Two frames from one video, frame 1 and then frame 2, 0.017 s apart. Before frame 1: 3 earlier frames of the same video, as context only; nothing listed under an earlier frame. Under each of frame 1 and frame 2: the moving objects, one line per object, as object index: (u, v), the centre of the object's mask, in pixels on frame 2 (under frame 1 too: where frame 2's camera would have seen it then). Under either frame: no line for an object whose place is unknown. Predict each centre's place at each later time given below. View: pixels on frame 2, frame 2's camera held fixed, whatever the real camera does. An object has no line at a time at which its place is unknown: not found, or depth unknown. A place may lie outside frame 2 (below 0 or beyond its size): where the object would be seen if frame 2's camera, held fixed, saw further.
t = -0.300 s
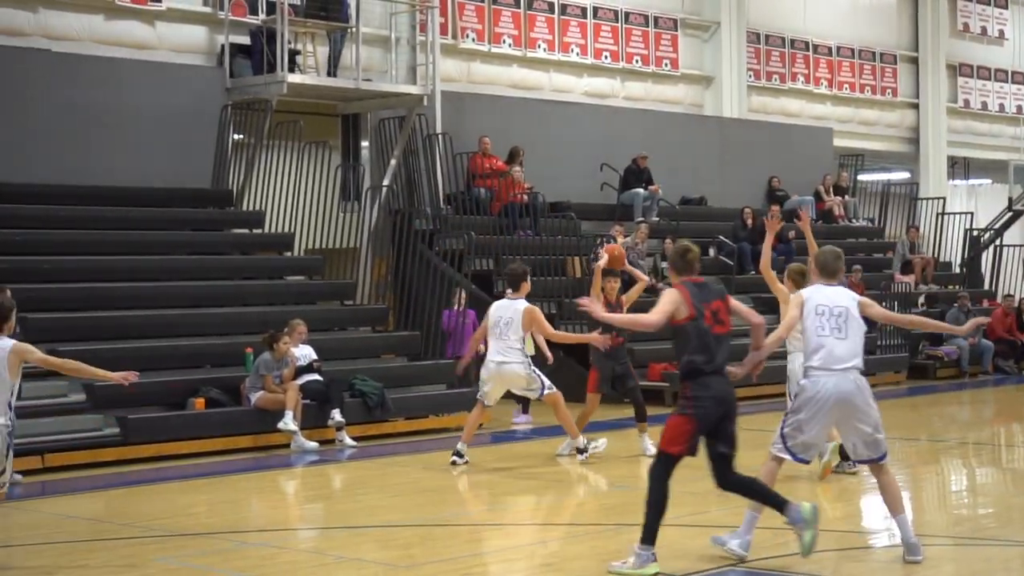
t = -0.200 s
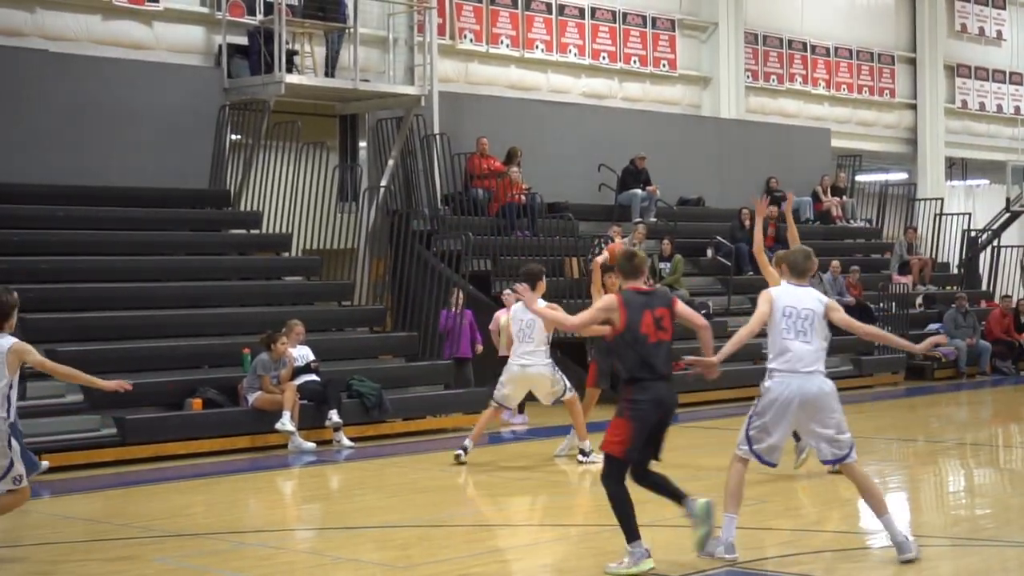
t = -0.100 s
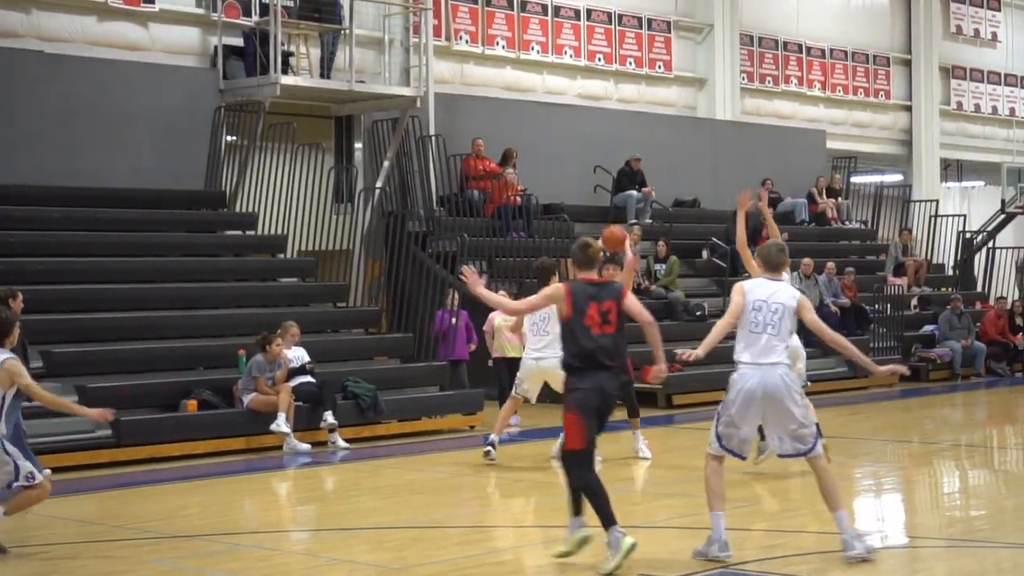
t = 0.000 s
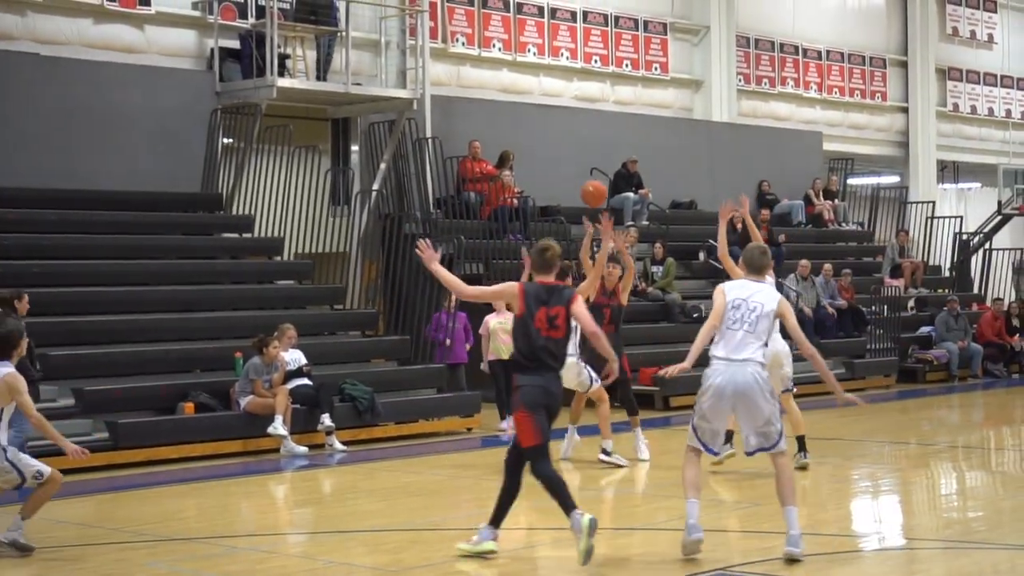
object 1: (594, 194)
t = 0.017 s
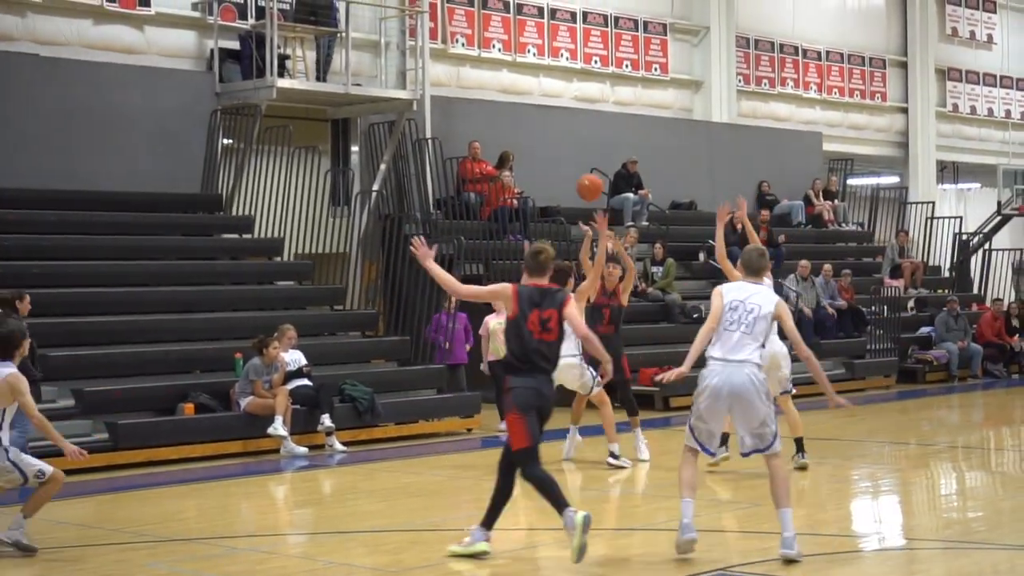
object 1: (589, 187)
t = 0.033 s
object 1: (585, 181)
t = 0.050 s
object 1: (581, 174)
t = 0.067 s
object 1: (576, 168)
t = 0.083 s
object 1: (572, 162)
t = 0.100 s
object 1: (568, 156)
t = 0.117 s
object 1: (563, 151)
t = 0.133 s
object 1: (559, 146)
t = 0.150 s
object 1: (554, 141)
